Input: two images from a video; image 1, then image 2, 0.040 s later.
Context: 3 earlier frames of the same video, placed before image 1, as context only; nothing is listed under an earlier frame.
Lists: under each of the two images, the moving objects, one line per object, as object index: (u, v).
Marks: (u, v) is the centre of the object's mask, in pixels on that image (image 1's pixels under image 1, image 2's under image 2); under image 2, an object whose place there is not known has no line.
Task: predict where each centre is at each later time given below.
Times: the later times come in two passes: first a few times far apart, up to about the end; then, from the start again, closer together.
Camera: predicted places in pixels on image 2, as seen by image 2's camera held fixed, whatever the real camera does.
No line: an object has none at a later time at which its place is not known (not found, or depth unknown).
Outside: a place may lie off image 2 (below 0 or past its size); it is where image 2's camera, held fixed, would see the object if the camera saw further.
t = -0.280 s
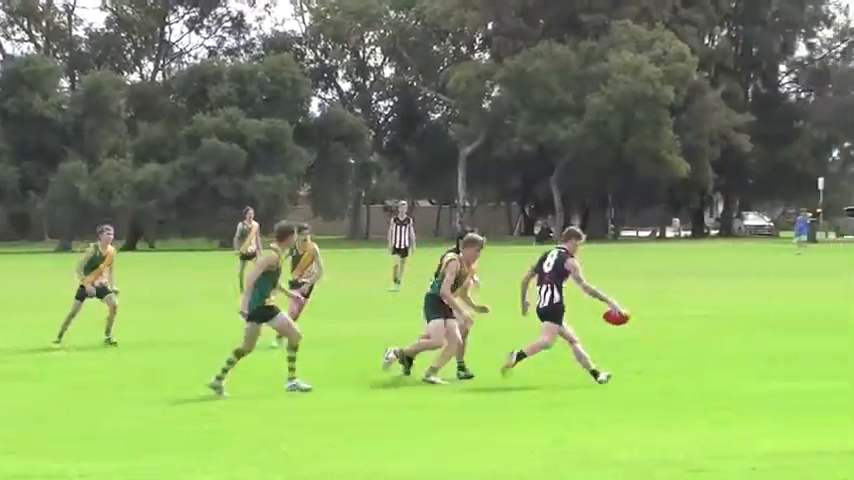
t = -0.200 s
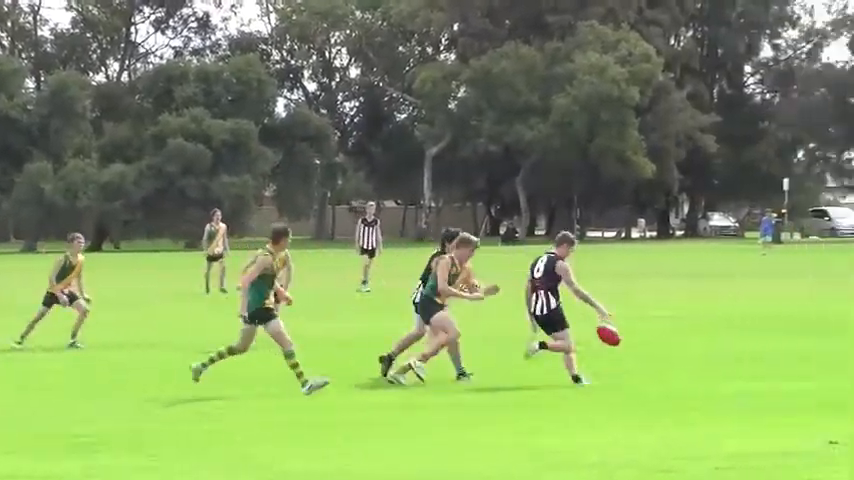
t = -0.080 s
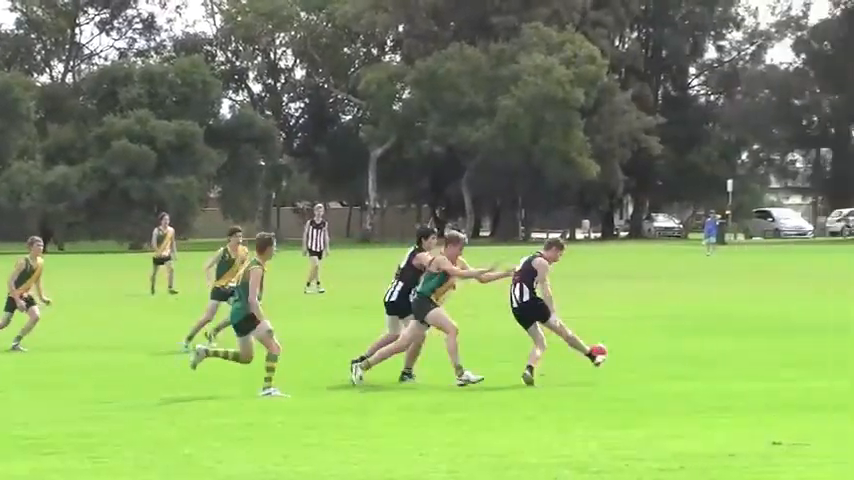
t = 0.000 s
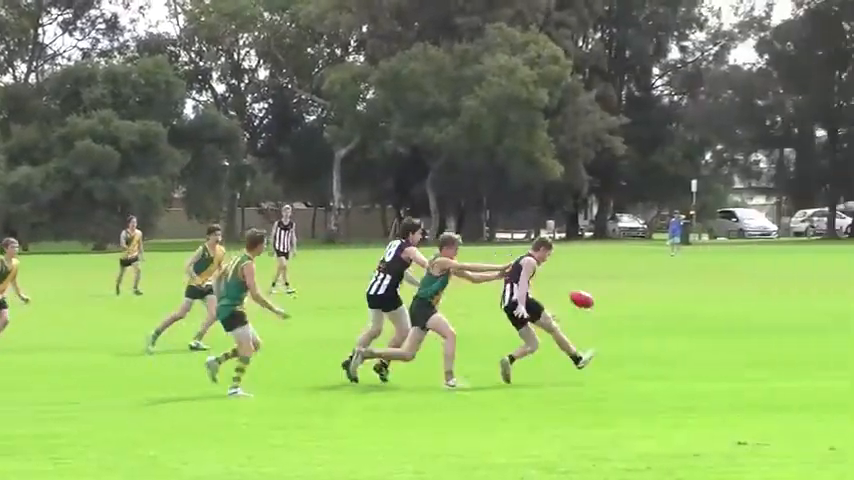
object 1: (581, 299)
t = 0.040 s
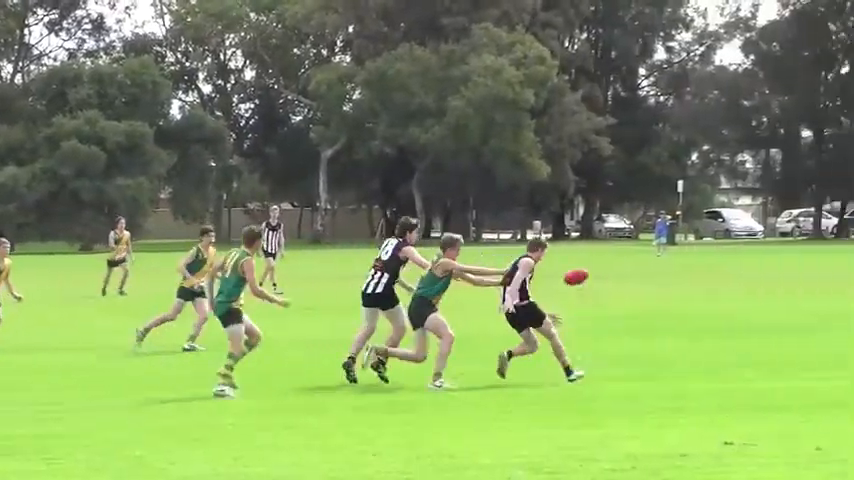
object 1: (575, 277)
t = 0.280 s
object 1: (619, 177)
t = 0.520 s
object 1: (656, 130)
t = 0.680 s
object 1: (676, 125)
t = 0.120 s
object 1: (591, 236)
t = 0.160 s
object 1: (598, 218)
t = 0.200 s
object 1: (605, 203)
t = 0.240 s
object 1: (612, 189)
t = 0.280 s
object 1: (619, 177)
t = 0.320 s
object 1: (626, 167)
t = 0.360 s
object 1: (632, 154)
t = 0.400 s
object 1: (638, 148)
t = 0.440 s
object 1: (643, 140)
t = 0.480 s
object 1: (649, 134)
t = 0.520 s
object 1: (656, 130)
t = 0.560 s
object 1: (661, 127)
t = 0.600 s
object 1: (666, 125)
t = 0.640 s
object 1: (671, 124)
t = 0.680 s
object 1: (676, 125)
